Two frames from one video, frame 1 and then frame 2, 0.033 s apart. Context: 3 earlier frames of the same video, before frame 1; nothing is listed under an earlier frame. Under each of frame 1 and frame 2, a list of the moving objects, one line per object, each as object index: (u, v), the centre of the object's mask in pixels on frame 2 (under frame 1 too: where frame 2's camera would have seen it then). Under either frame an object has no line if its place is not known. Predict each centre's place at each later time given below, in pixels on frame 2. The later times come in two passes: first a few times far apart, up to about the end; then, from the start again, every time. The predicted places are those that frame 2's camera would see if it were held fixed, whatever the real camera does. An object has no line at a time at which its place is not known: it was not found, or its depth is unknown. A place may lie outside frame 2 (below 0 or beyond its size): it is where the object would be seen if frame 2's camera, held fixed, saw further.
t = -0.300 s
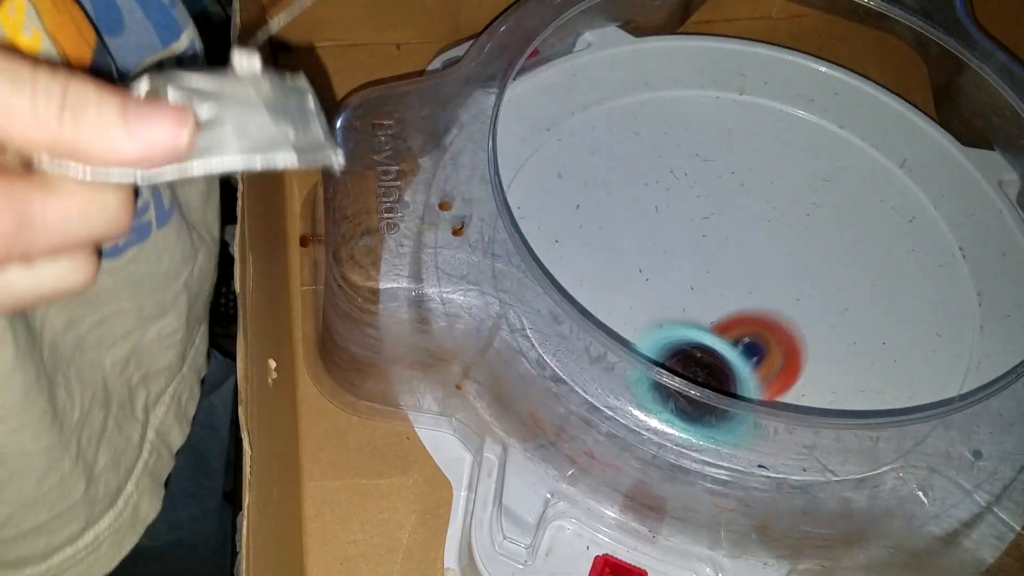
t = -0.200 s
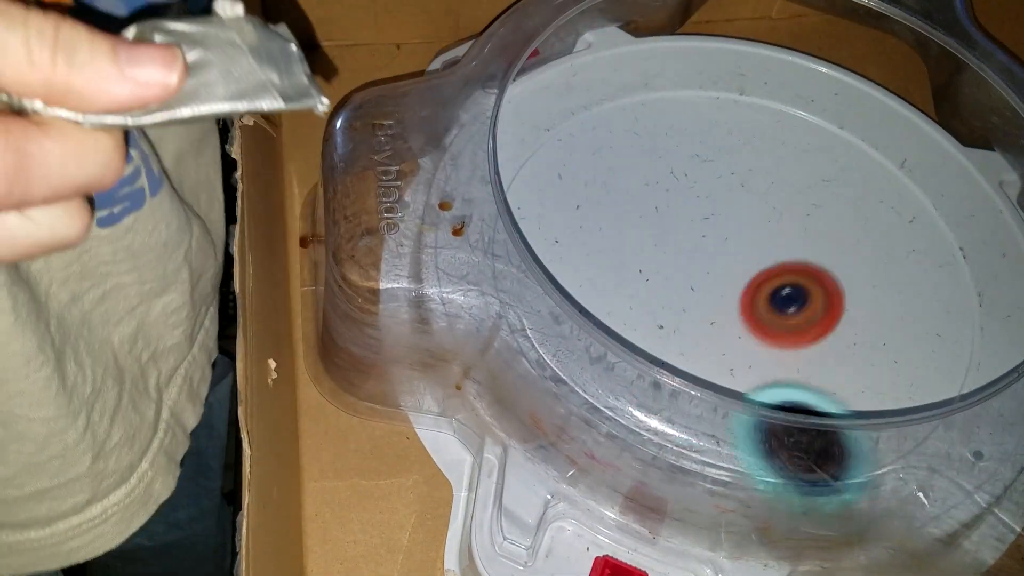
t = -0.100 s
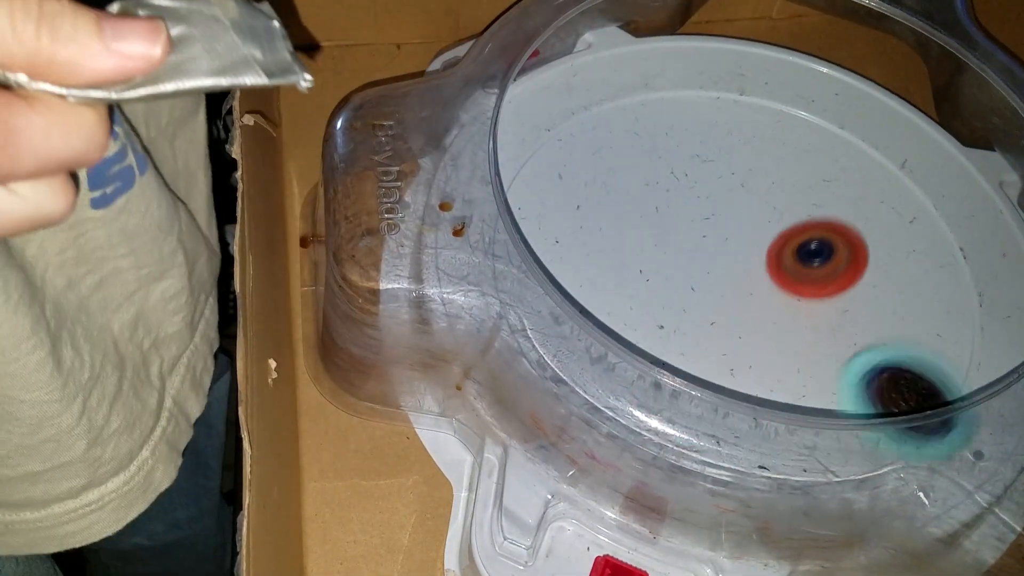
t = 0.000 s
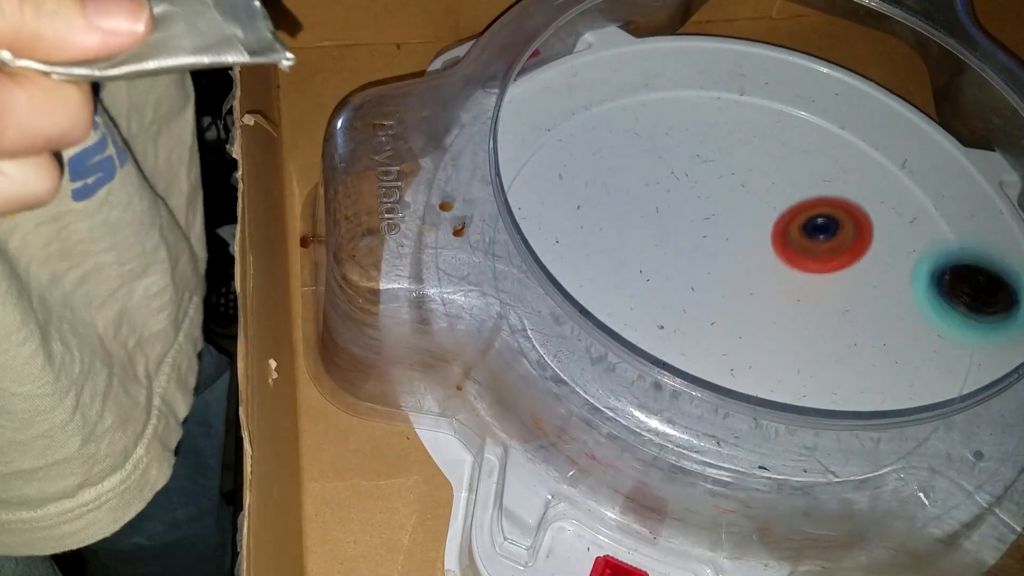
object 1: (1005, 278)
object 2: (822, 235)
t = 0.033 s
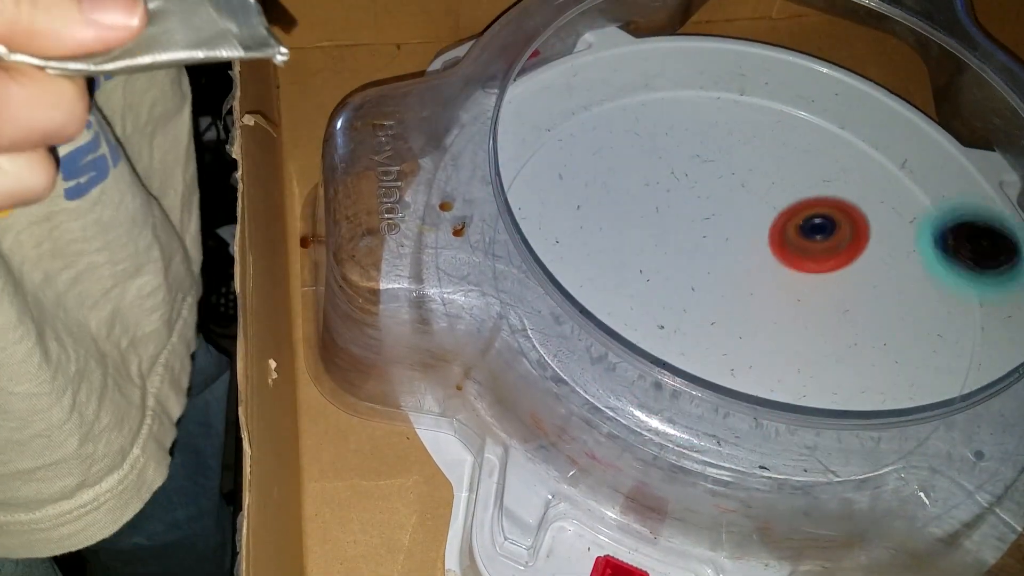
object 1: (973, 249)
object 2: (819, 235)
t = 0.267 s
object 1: (685, 65)
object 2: (761, 302)
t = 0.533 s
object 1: (615, 425)
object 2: (758, 352)
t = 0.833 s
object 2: (736, 365)
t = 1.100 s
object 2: (679, 348)
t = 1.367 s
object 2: (634, 323)
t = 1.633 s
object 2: (610, 304)
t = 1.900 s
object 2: (626, 250)
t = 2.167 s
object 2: (614, 170)
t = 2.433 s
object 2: (617, 197)
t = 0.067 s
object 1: (960, 206)
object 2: (813, 237)
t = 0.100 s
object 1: (934, 164)
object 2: (806, 242)
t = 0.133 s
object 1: (899, 128)
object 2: (796, 251)
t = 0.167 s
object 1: (854, 99)
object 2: (786, 262)
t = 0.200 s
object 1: (799, 77)
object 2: (776, 277)
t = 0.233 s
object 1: (741, 65)
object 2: (768, 290)
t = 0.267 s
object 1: (685, 65)
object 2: (761, 302)
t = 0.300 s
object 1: (628, 76)
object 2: (757, 311)
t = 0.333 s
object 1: (580, 99)
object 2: (752, 320)
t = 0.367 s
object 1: (541, 154)
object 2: (750, 328)
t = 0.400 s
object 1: (523, 156)
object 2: (748, 333)
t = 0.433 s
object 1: (498, 257)
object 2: (749, 338)
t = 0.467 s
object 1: (516, 329)
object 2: (753, 342)
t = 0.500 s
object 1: (571, 393)
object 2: (755, 348)
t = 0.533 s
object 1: (615, 425)
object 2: (758, 352)
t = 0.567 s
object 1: (739, 480)
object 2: (758, 356)
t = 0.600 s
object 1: (816, 480)
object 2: (759, 359)
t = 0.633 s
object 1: (881, 455)
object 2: (759, 363)
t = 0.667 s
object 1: (967, 379)
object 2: (757, 364)
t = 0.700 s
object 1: (958, 326)
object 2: (757, 366)
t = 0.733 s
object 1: (969, 308)
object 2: (753, 367)
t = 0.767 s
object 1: (960, 258)
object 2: (748, 367)
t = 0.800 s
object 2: (743, 367)
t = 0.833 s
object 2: (736, 365)
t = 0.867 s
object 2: (729, 364)
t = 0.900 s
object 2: (721, 362)
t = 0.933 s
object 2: (714, 360)
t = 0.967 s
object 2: (707, 358)
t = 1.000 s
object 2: (700, 356)
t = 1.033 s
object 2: (693, 354)
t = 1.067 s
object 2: (686, 351)
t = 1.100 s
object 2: (679, 348)
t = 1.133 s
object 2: (674, 346)
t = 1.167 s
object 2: (668, 343)
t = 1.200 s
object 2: (662, 340)
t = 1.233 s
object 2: (659, 335)
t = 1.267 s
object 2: (649, 332)
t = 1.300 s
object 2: (644, 329)
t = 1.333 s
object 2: (639, 326)
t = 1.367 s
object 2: (634, 323)
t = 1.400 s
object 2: (629, 319)
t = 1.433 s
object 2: (624, 316)
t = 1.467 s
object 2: (620, 313)
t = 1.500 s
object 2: (616, 311)
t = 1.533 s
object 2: (613, 308)
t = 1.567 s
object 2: (610, 306)
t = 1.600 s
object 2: (610, 305)
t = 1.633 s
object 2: (610, 304)
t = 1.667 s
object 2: (611, 302)
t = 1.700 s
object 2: (614, 301)
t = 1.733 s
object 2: (615, 298)
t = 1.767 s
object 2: (618, 292)
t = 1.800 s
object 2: (620, 283)
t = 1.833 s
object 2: (623, 273)
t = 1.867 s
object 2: (625, 261)
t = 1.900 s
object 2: (626, 250)
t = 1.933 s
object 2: (627, 237)
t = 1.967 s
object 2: (627, 226)
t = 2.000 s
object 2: (628, 215)
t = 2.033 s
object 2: (626, 204)
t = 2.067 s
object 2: (624, 194)
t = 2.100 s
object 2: (621, 185)
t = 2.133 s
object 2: (617, 177)
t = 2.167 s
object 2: (614, 170)
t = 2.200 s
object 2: (610, 166)
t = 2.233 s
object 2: (606, 162)
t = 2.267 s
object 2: (603, 162)
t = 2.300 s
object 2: (601, 166)
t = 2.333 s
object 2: (601, 172)
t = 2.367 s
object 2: (605, 180)
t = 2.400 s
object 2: (610, 189)
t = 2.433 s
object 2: (617, 197)
